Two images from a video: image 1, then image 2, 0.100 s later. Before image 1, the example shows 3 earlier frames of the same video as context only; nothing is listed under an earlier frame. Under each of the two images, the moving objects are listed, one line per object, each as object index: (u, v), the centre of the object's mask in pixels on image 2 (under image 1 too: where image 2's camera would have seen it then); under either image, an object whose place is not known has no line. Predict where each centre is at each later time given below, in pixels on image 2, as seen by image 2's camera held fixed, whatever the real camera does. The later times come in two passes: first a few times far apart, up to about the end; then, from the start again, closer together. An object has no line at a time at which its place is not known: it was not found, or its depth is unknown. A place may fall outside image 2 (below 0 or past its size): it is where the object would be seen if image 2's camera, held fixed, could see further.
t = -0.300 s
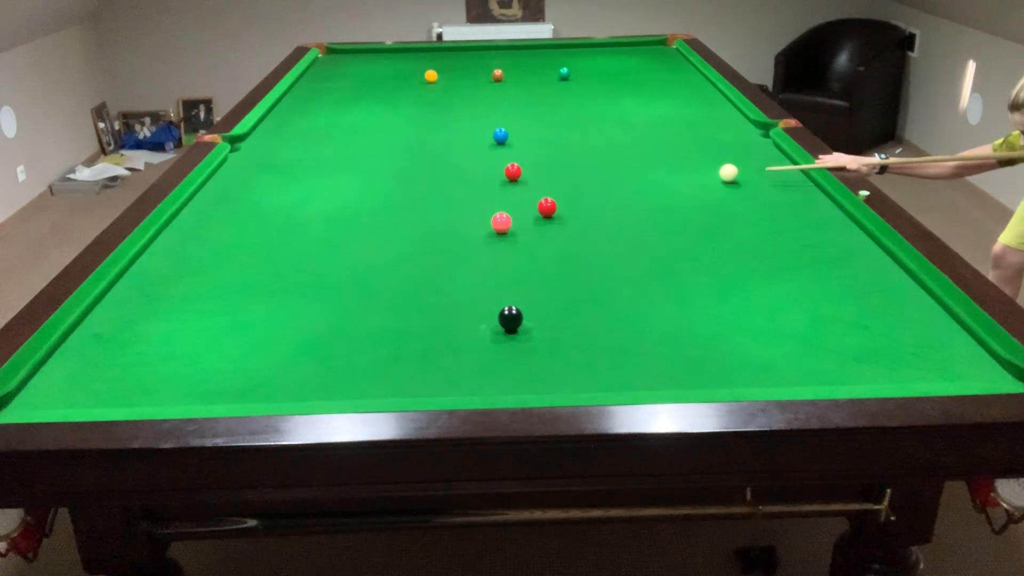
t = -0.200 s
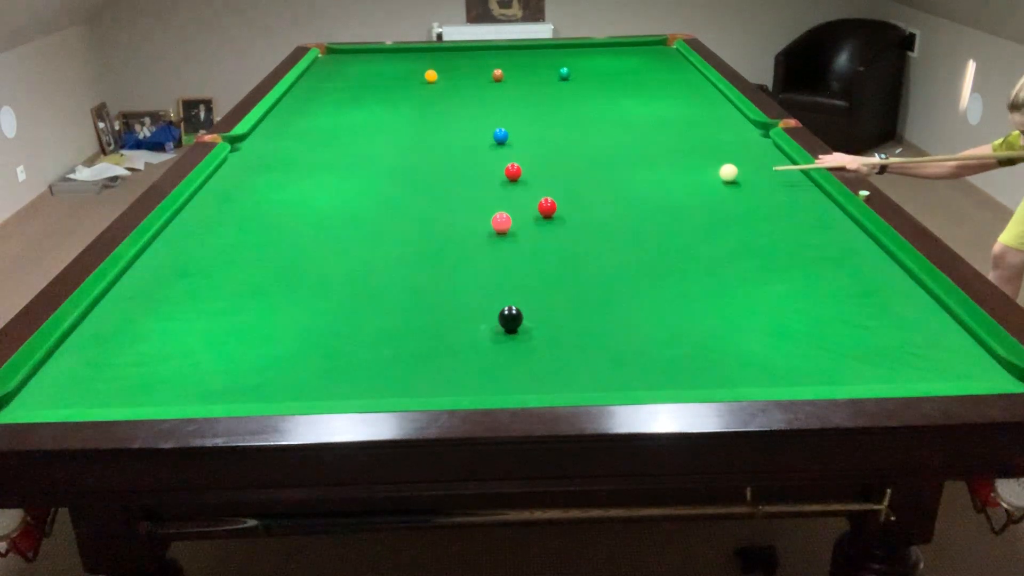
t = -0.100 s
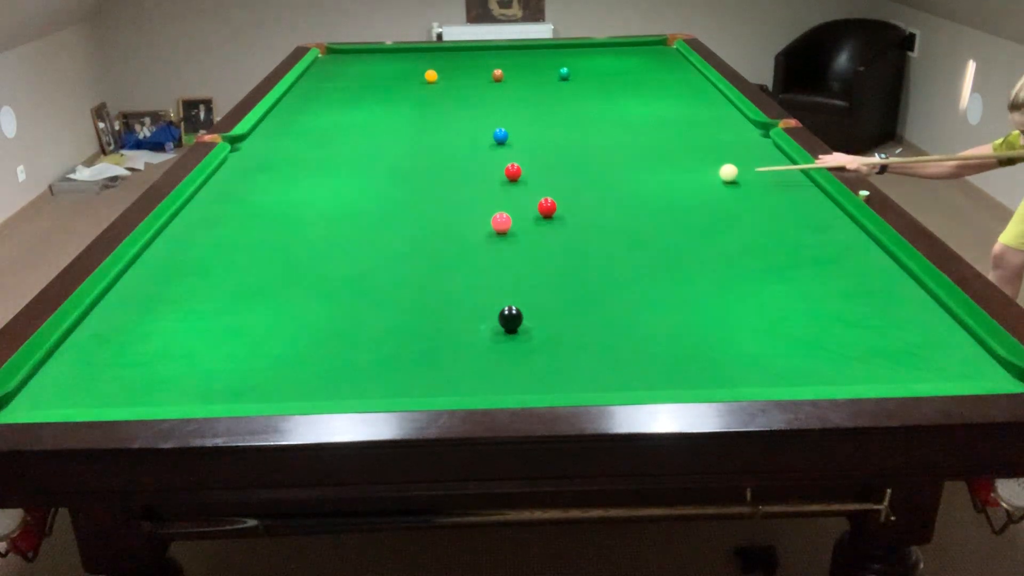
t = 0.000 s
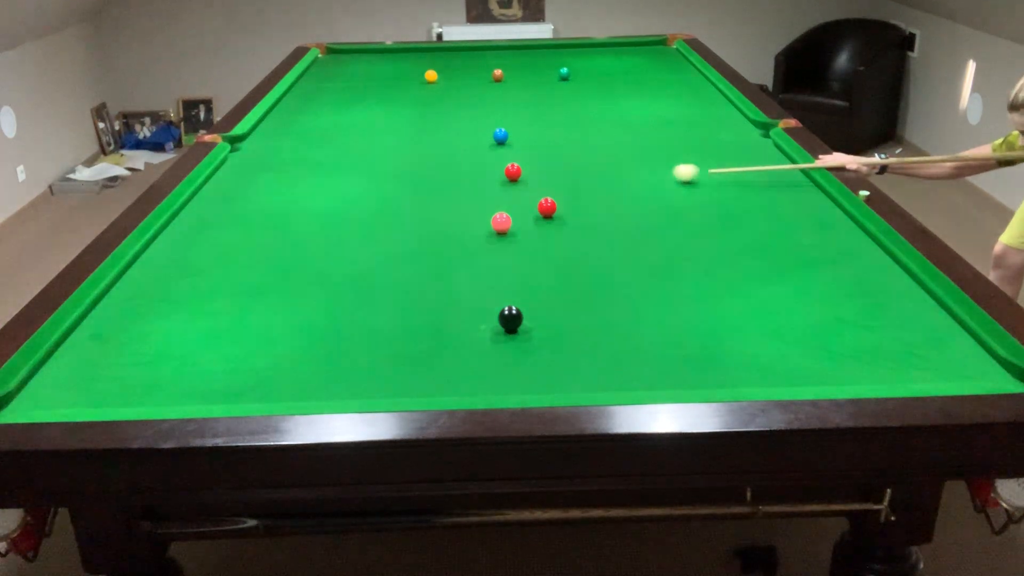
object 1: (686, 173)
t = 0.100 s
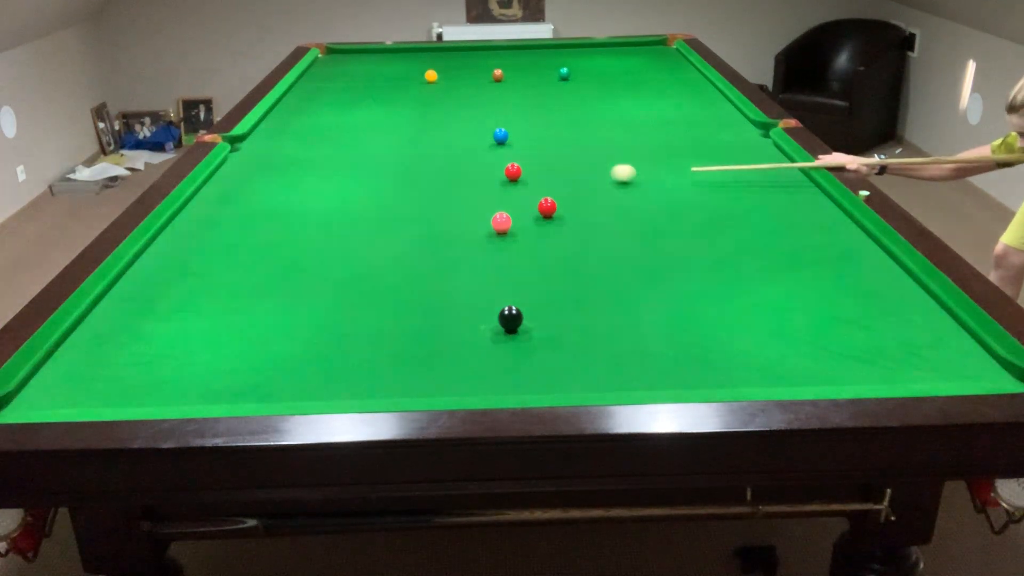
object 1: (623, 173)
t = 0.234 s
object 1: (546, 174)
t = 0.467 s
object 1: (497, 183)
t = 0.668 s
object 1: (454, 192)
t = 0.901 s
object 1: (402, 202)
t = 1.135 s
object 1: (349, 211)
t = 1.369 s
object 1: (296, 222)
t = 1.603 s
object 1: (241, 232)
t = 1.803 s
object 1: (193, 240)
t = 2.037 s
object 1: (157, 250)
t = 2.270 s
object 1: (180, 257)
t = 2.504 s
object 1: (203, 263)
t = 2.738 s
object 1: (226, 269)
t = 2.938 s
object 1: (244, 274)
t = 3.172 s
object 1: (265, 279)
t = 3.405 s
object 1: (285, 284)
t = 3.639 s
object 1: (302, 289)
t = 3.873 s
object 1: (319, 292)
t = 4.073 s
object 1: (332, 295)
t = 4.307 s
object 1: (346, 299)
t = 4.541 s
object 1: (358, 301)
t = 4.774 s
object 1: (368, 303)
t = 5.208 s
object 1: (381, 307)
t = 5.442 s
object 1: (386, 308)
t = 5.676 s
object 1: (389, 308)
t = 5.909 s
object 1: (389, 307)
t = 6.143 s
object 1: (389, 307)
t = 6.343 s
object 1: (389, 307)
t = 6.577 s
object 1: (389, 307)
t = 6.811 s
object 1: (389, 306)
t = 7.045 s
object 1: (389, 306)
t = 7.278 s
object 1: (389, 306)
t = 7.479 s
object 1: (389, 306)
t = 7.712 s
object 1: (389, 306)
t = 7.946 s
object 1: (389, 306)
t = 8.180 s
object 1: (389, 306)
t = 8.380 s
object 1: (389, 306)
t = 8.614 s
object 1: (389, 306)
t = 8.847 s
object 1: (389, 306)
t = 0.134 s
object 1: (604, 173)
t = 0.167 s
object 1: (585, 173)
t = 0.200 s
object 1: (565, 174)
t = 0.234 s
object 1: (546, 174)
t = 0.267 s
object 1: (530, 174)
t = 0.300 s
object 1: (525, 175)
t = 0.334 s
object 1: (521, 177)
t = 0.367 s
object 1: (516, 179)
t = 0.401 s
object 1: (510, 180)
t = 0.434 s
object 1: (504, 182)
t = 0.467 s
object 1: (497, 183)
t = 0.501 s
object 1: (490, 185)
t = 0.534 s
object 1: (483, 186)
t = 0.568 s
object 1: (476, 187)
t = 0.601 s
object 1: (468, 189)
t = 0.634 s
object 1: (461, 190)
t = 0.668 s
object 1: (454, 192)
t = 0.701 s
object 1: (446, 193)
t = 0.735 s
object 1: (439, 195)
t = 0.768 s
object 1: (432, 196)
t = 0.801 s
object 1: (424, 198)
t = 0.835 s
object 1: (416, 199)
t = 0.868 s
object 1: (410, 200)
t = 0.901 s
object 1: (402, 202)
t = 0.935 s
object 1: (394, 203)
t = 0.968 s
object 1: (387, 204)
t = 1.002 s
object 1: (380, 206)
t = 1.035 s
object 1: (372, 208)
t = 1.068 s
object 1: (365, 209)
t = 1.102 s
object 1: (357, 210)
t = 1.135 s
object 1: (349, 211)
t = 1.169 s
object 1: (342, 213)
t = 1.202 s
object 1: (334, 215)
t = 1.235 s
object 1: (326, 216)
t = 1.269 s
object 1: (319, 218)
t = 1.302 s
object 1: (311, 219)
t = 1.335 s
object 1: (303, 220)
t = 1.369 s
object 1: (296, 222)
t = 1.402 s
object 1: (288, 223)
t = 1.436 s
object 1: (280, 225)
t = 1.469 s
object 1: (272, 226)
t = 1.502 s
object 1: (264, 227)
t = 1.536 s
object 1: (256, 228)
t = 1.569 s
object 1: (249, 230)
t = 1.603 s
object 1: (241, 232)
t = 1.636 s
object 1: (232, 233)
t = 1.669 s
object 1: (225, 234)
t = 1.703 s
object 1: (217, 236)
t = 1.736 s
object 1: (209, 237)
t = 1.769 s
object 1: (201, 239)
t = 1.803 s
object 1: (193, 240)
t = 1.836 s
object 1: (184, 242)
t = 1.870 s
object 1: (177, 243)
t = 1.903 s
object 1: (169, 245)
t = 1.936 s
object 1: (161, 246)
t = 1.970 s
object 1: (153, 248)
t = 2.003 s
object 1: (153, 249)
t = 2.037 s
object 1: (157, 250)
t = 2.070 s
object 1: (160, 251)
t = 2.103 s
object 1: (164, 252)
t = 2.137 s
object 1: (167, 253)
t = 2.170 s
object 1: (171, 254)
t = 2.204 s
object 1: (174, 255)
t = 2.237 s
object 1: (177, 256)
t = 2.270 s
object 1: (180, 257)
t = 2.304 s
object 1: (184, 258)
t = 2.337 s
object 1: (187, 258)
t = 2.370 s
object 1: (190, 260)
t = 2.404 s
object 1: (194, 260)
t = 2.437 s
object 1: (197, 261)
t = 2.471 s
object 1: (200, 262)
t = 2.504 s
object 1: (203, 263)
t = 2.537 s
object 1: (206, 264)
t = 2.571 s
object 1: (209, 265)
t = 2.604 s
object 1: (213, 266)
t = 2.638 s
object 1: (216, 266)
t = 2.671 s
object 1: (219, 267)
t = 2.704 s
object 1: (223, 268)
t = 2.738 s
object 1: (226, 269)
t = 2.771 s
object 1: (229, 270)
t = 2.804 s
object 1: (232, 271)
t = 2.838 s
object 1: (235, 271)
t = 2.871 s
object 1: (238, 272)
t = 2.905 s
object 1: (241, 273)
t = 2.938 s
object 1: (244, 274)
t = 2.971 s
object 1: (248, 274)
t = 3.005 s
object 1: (251, 275)
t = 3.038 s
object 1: (253, 276)
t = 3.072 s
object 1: (256, 277)
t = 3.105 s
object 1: (259, 278)
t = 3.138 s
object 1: (262, 279)
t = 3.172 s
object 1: (265, 279)
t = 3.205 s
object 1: (268, 280)
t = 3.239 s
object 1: (270, 281)
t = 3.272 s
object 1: (273, 281)
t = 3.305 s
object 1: (276, 282)
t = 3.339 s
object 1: (279, 283)
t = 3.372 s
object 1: (282, 283)
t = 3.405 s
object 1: (285, 284)
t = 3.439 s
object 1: (287, 285)
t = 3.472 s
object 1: (290, 285)
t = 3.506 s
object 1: (292, 286)
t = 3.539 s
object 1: (295, 287)
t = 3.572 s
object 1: (297, 287)
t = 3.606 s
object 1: (300, 288)
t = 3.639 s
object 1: (302, 289)
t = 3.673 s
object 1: (305, 289)
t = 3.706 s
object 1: (307, 290)
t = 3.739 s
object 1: (310, 290)
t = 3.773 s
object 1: (312, 291)
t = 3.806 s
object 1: (314, 291)
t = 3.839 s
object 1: (317, 291)
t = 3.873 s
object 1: (319, 292)
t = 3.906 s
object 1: (321, 293)
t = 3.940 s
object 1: (324, 293)
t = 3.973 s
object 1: (326, 294)
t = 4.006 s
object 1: (328, 294)
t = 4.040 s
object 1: (330, 295)
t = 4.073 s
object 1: (332, 295)
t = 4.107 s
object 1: (334, 296)
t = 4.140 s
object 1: (336, 296)
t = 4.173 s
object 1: (338, 297)
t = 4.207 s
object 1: (340, 298)
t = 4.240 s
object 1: (342, 298)
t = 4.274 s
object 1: (344, 298)
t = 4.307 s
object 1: (346, 299)
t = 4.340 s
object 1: (347, 299)
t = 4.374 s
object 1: (349, 299)
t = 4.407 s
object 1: (351, 299)
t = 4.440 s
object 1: (353, 300)
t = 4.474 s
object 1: (354, 300)
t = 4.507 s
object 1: (356, 301)
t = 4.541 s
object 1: (358, 301)
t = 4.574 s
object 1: (359, 301)
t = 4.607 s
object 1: (361, 301)
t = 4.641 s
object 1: (362, 302)
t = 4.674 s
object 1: (364, 302)
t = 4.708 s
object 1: (365, 302)
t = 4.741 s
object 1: (367, 303)
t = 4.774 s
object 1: (368, 303)
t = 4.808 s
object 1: (369, 304)
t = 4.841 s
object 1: (370, 304)
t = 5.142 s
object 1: (380, 307)
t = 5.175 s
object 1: (381, 307)
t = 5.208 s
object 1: (381, 307)
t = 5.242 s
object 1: (382, 307)
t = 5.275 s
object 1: (383, 307)
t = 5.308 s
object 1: (384, 308)
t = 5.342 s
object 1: (384, 307)
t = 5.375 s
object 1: (385, 307)
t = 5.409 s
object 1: (386, 308)
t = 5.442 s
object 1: (386, 308)
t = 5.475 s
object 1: (387, 307)
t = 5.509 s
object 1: (387, 307)
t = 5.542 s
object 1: (387, 308)
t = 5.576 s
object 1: (388, 308)
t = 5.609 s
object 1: (389, 307)
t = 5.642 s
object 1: (389, 308)
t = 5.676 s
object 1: (389, 308)
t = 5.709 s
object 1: (389, 308)
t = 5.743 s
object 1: (389, 308)
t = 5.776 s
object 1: (389, 308)
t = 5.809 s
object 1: (389, 307)
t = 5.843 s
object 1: (390, 307)
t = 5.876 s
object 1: (390, 307)
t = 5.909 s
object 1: (389, 307)
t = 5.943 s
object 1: (389, 308)
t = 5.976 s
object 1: (389, 307)
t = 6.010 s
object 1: (389, 307)
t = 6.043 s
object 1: (389, 307)
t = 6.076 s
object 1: (389, 307)
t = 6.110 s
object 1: (389, 307)
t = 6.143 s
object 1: (389, 307)
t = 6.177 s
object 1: (389, 307)
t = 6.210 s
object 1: (389, 307)
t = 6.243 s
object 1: (389, 307)
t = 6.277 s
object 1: (389, 307)
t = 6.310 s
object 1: (389, 307)
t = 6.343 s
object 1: (389, 307)
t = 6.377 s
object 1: (389, 307)
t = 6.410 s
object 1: (389, 307)
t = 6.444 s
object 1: (389, 307)
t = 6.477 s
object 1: (389, 307)
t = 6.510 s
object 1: (389, 307)
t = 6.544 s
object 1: (389, 307)
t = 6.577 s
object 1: (389, 307)
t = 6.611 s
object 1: (389, 307)
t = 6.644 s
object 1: (389, 307)
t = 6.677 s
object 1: (389, 307)
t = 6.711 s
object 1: (389, 307)
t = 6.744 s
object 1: (389, 307)
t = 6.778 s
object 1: (389, 306)
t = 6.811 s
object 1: (389, 306)
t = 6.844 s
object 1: (389, 306)
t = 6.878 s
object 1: (389, 306)
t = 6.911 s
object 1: (389, 306)
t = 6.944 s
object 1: (389, 306)
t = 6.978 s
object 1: (389, 306)
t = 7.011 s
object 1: (389, 306)
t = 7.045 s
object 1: (389, 306)
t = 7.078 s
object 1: (389, 306)
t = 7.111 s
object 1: (389, 306)
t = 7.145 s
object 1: (389, 306)
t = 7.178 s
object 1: (389, 306)
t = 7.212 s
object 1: (389, 306)
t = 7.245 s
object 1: (389, 306)
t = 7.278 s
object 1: (389, 306)
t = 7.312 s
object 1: (389, 306)
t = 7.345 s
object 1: (389, 306)
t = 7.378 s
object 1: (389, 306)
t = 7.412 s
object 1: (389, 306)
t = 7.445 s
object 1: (389, 306)
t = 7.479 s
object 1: (389, 306)
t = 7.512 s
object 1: (389, 306)
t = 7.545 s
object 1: (389, 306)
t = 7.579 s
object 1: (389, 306)
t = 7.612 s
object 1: (389, 306)
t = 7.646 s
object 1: (389, 306)
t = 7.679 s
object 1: (389, 306)
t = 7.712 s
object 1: (389, 306)
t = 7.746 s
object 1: (389, 306)
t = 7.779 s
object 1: (389, 306)
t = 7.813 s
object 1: (389, 306)
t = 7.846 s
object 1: (389, 306)
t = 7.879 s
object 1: (389, 306)
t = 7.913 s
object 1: (389, 306)
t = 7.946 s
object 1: (389, 306)
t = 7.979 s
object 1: (389, 306)
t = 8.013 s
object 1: (389, 306)
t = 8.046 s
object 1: (389, 306)
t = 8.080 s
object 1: (389, 306)
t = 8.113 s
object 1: (389, 306)
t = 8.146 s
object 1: (389, 306)
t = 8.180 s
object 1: (389, 306)
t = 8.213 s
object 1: (389, 306)
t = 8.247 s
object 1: (389, 306)
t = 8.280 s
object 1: (389, 306)
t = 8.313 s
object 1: (389, 306)
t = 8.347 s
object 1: (389, 306)
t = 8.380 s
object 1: (389, 306)
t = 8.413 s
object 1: (389, 306)
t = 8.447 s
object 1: (389, 306)
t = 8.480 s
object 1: (389, 306)
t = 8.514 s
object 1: (389, 306)
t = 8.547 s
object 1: (389, 306)
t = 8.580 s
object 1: (389, 306)
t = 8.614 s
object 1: (389, 306)
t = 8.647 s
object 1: (389, 306)
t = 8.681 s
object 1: (389, 306)
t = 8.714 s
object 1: (389, 306)
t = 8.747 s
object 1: (389, 306)
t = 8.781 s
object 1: (389, 306)
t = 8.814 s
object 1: (389, 306)
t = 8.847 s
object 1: (389, 306)
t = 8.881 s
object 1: (389, 306)
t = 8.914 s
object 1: (389, 306)
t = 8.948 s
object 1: (389, 306)
